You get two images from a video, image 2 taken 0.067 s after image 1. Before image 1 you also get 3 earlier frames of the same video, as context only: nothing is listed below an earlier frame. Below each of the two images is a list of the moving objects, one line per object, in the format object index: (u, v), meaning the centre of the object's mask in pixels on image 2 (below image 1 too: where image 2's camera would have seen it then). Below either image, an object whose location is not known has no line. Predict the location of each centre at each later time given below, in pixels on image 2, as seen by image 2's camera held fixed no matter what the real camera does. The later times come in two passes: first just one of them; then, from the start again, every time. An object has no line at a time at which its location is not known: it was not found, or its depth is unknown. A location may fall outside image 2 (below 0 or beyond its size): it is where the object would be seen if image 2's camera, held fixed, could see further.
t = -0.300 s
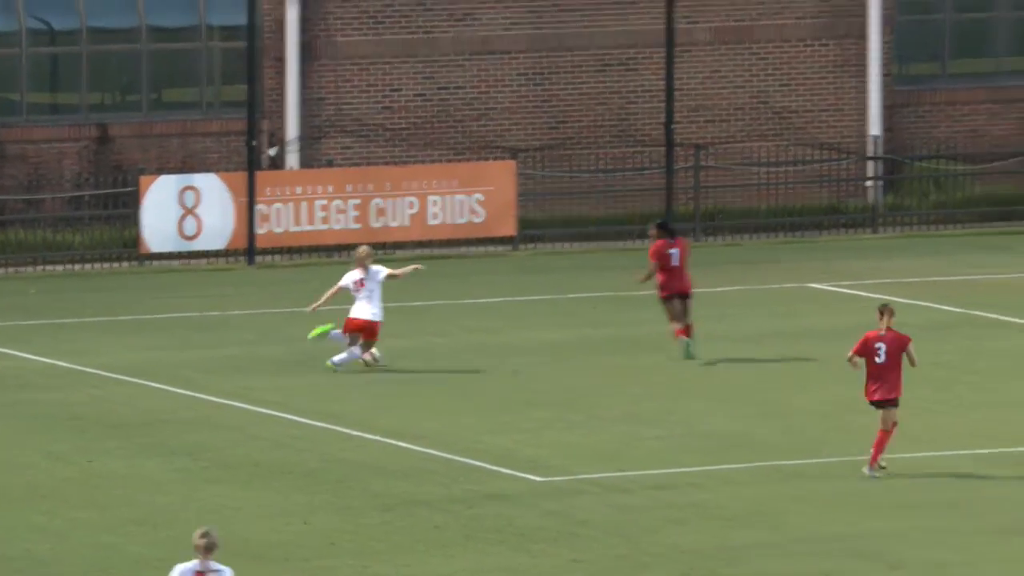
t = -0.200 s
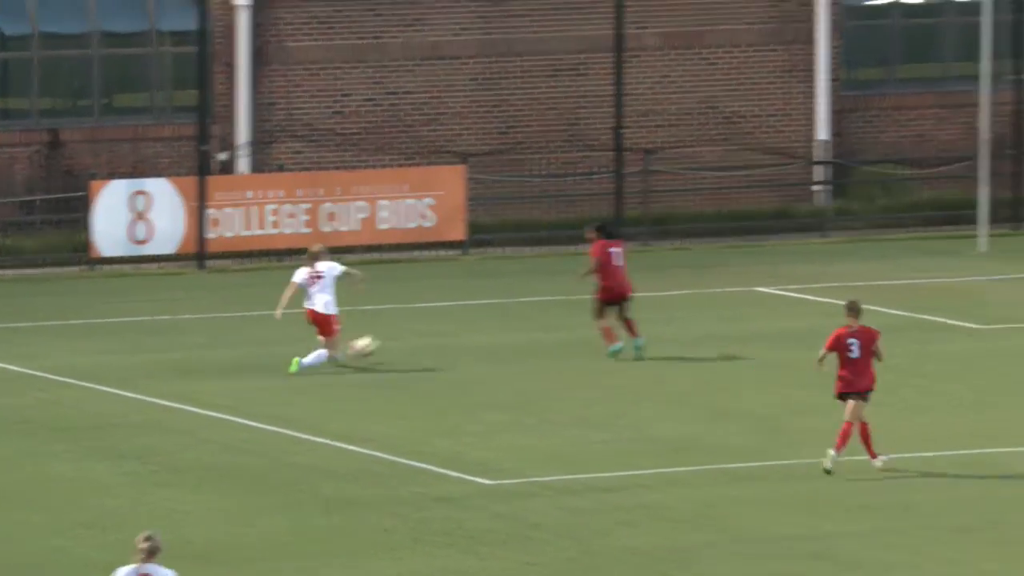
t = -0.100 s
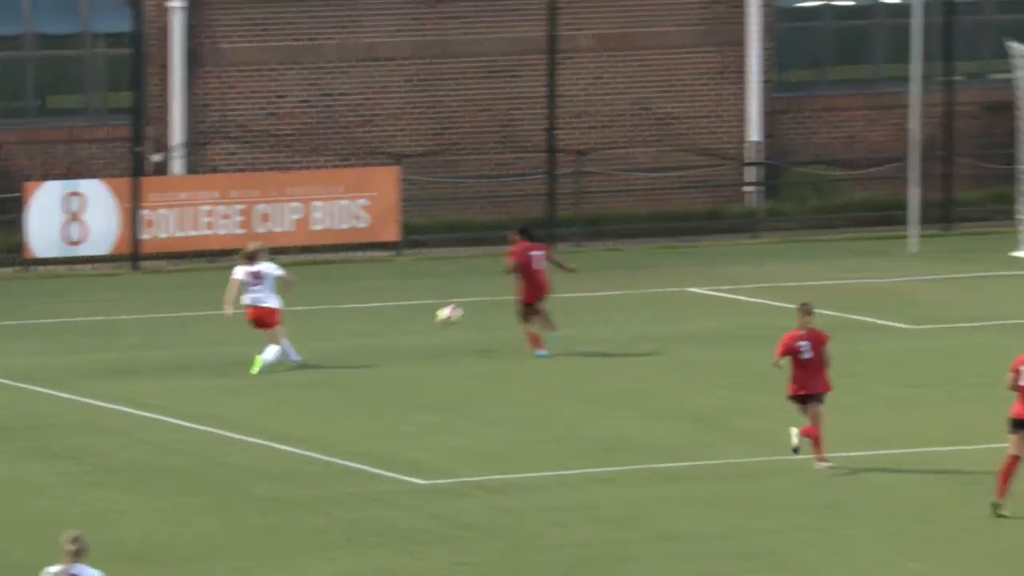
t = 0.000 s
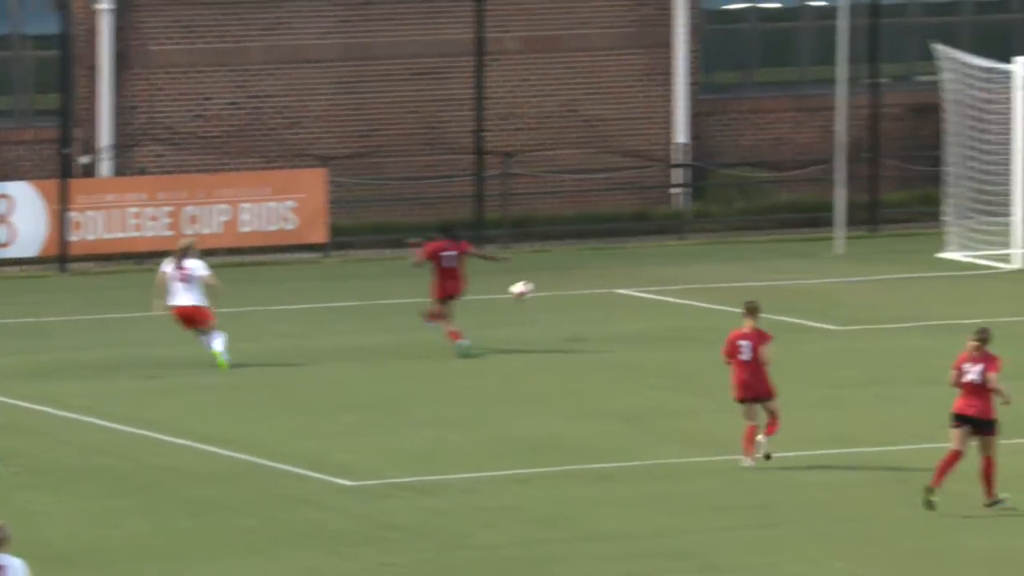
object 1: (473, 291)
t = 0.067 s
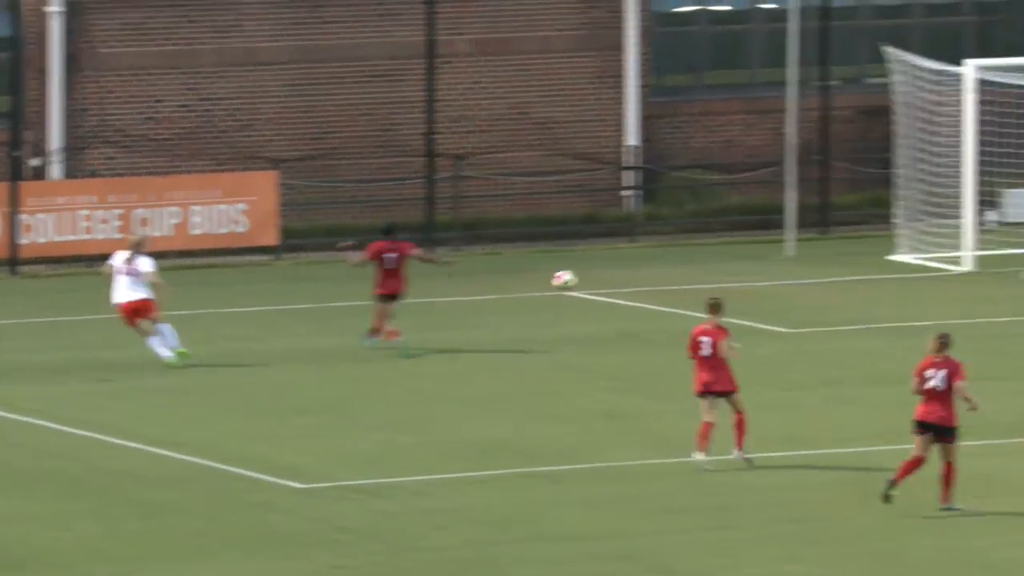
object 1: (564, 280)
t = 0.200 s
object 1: (740, 261)
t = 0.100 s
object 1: (609, 274)
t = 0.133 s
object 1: (653, 267)
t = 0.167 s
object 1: (696, 264)
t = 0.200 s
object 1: (740, 261)
